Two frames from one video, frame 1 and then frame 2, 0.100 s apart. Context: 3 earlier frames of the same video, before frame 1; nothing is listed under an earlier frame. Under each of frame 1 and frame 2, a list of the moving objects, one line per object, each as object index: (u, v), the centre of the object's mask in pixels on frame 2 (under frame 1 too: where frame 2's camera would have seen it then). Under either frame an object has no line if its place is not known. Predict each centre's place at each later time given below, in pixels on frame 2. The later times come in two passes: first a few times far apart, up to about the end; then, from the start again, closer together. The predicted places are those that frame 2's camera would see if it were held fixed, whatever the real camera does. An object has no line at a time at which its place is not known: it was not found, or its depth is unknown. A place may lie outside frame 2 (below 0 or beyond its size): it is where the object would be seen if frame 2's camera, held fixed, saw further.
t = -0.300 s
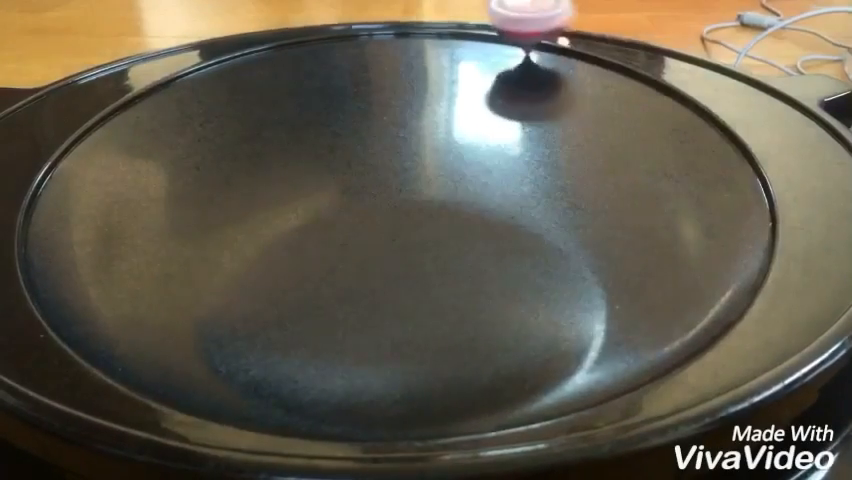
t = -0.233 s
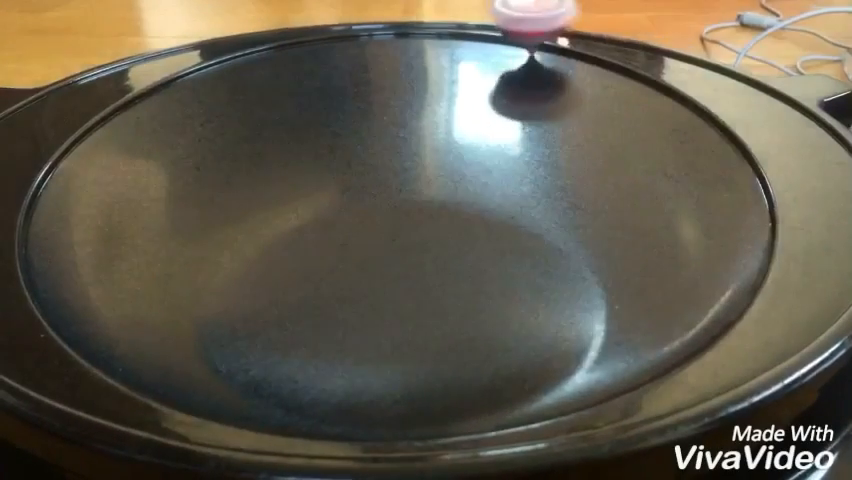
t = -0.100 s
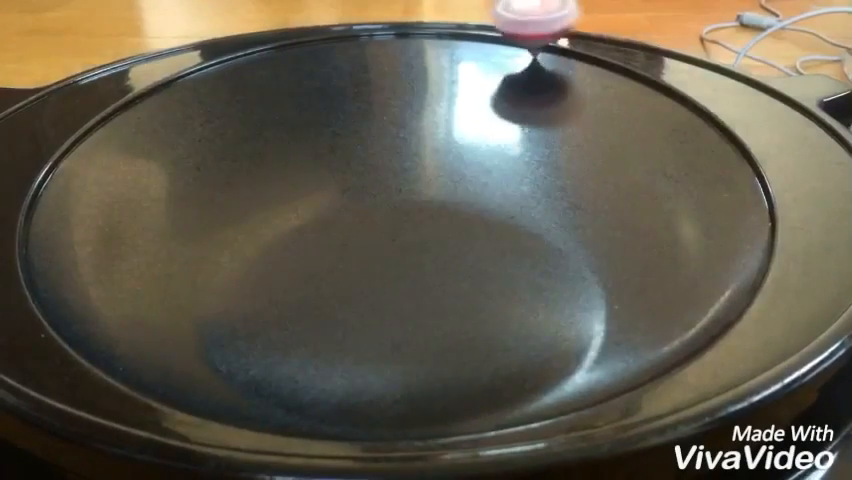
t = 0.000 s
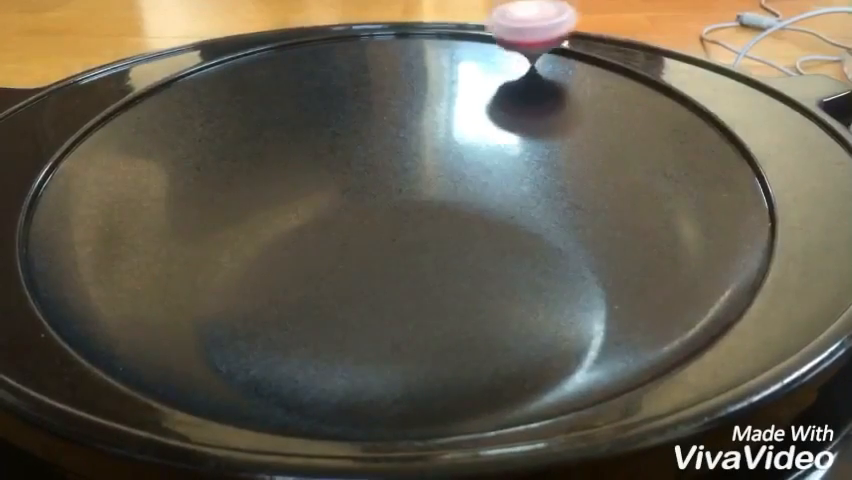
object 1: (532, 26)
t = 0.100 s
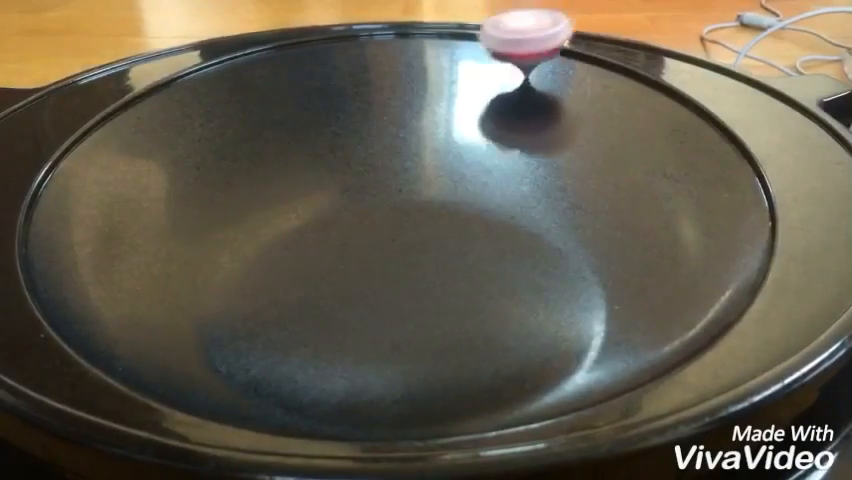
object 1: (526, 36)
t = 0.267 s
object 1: (512, 68)
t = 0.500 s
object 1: (450, 152)
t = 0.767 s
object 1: (362, 315)
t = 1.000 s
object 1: (478, 310)
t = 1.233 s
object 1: (382, 276)
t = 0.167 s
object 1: (522, 46)
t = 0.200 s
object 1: (519, 53)
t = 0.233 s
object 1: (516, 60)
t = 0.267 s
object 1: (512, 68)
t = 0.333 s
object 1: (501, 87)
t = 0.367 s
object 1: (494, 97)
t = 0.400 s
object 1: (486, 112)
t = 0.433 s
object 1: (473, 125)
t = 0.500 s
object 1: (450, 152)
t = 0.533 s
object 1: (433, 169)
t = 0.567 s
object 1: (414, 187)
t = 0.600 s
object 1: (400, 206)
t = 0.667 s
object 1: (378, 245)
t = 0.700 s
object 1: (370, 269)
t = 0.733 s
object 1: (363, 295)
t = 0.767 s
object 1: (362, 315)
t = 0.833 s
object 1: (380, 332)
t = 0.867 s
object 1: (401, 331)
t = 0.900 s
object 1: (423, 327)
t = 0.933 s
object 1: (449, 323)
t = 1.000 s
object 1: (478, 310)
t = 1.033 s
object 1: (480, 305)
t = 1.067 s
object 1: (472, 298)
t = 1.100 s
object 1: (455, 292)
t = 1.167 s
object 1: (415, 279)
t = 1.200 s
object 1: (398, 278)
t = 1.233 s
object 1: (382, 276)
